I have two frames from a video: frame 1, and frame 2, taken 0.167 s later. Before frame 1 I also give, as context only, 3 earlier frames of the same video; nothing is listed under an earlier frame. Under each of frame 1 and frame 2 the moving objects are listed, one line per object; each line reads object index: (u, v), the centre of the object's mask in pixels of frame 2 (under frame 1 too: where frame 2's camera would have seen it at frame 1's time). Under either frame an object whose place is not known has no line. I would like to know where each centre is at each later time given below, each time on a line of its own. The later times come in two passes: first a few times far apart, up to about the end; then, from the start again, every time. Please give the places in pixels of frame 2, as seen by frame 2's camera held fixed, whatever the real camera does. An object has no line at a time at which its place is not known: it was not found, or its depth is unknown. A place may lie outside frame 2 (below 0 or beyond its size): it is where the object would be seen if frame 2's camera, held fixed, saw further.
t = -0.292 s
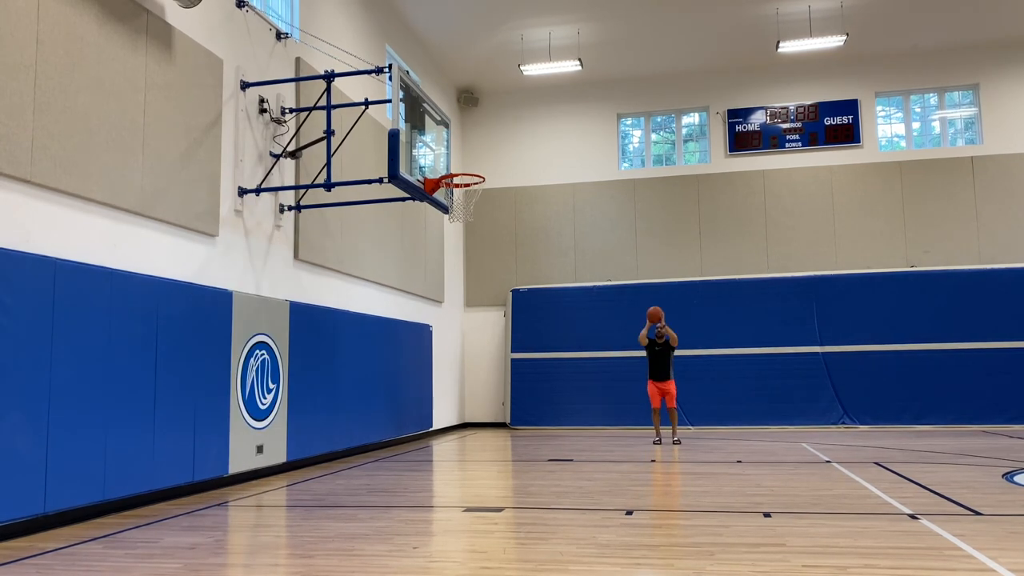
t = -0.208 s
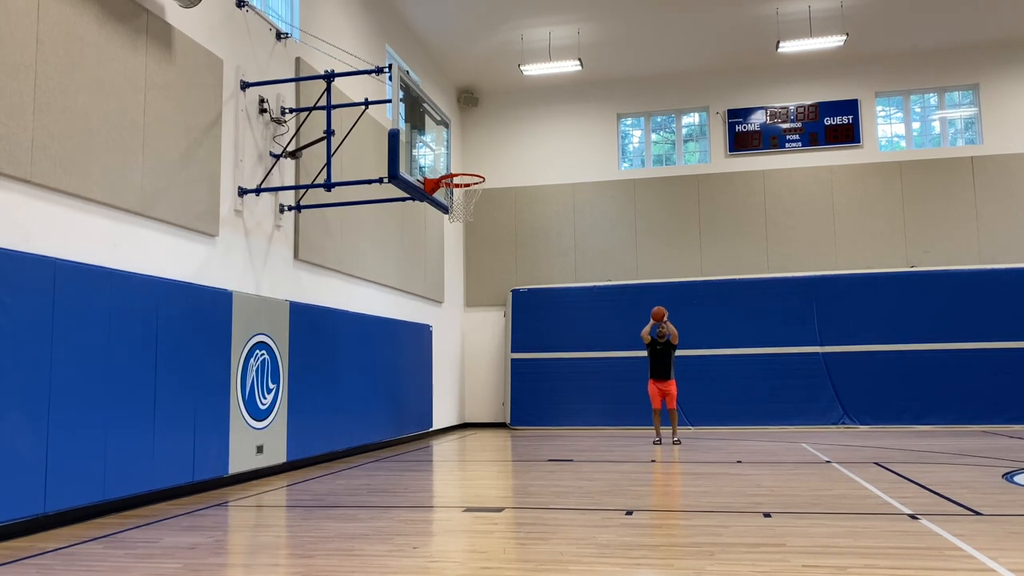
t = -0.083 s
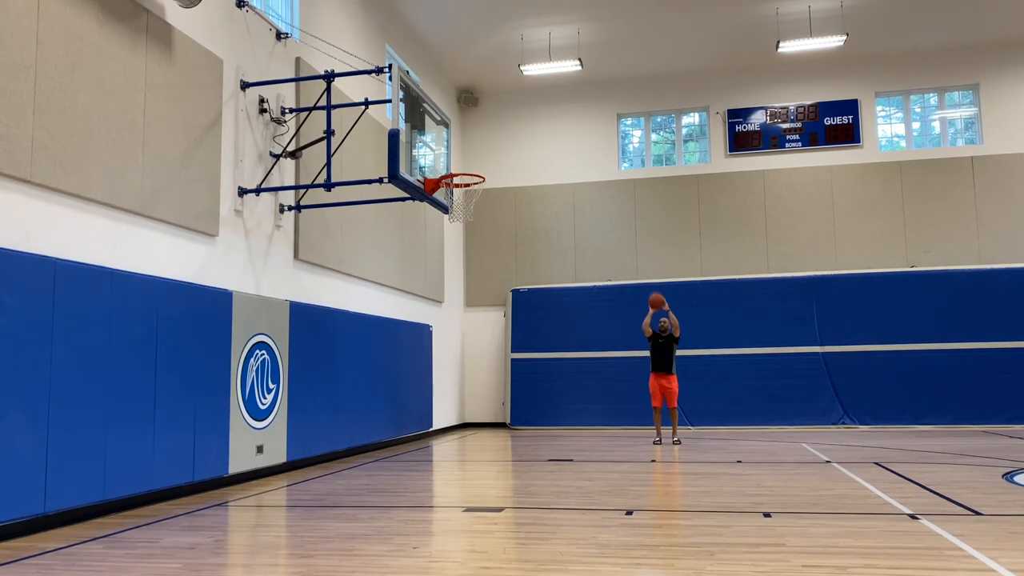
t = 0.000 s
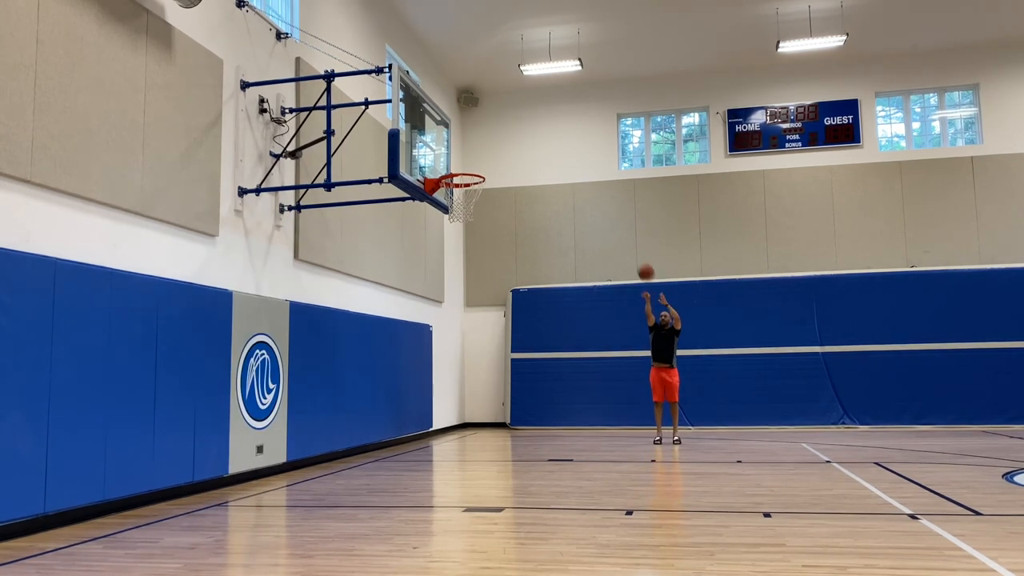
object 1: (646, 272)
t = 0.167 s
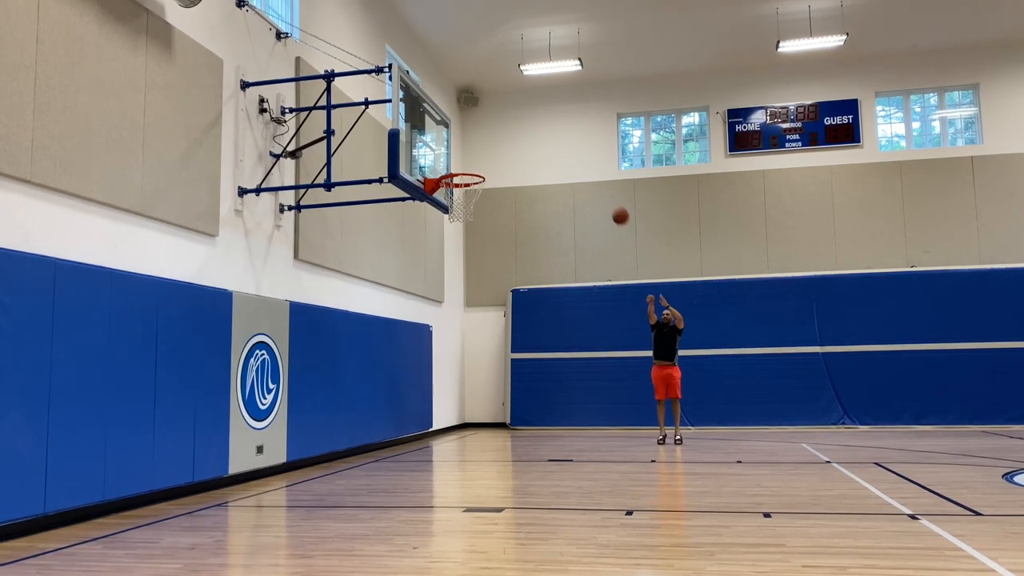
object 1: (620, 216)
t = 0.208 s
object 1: (614, 204)
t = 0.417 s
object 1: (580, 161)
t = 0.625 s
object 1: (544, 145)
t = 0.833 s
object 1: (505, 163)
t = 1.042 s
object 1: (460, 225)
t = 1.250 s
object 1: (412, 331)
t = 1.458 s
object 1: (358, 469)
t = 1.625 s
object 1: (338, 366)
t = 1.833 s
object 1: (311, 280)
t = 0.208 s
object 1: (614, 204)
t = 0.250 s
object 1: (607, 194)
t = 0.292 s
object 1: (601, 184)
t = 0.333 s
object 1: (594, 175)
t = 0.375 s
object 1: (587, 167)
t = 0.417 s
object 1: (580, 161)
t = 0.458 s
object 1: (573, 155)
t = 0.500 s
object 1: (566, 151)
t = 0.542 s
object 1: (559, 148)
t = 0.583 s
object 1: (552, 146)
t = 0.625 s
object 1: (544, 145)
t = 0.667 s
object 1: (537, 146)
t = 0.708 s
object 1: (529, 148)
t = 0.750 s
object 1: (521, 152)
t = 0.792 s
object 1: (513, 157)
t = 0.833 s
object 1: (505, 163)
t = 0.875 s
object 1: (496, 172)
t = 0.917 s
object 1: (490, 182)
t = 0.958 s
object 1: (484, 196)
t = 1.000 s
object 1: (476, 209)
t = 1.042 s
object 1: (460, 225)
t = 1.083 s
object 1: (451, 239)
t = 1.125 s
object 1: (442, 258)
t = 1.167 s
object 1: (433, 279)
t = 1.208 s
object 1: (423, 302)
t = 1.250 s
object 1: (412, 331)
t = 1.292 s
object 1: (401, 360)
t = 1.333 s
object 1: (390, 393)
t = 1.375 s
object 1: (379, 427)
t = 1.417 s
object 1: (365, 468)
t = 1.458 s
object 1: (358, 469)
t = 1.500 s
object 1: (354, 440)
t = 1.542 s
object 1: (348, 413)
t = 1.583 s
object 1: (343, 388)
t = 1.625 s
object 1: (338, 366)
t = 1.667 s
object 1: (333, 345)
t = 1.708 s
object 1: (328, 326)
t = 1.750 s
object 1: (322, 309)
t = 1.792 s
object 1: (316, 293)
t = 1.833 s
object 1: (311, 280)
